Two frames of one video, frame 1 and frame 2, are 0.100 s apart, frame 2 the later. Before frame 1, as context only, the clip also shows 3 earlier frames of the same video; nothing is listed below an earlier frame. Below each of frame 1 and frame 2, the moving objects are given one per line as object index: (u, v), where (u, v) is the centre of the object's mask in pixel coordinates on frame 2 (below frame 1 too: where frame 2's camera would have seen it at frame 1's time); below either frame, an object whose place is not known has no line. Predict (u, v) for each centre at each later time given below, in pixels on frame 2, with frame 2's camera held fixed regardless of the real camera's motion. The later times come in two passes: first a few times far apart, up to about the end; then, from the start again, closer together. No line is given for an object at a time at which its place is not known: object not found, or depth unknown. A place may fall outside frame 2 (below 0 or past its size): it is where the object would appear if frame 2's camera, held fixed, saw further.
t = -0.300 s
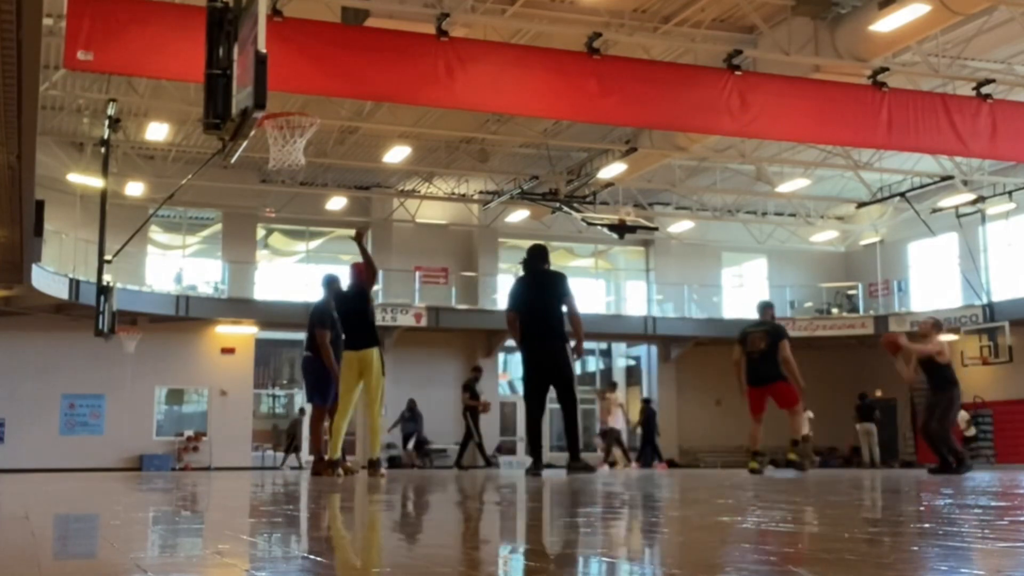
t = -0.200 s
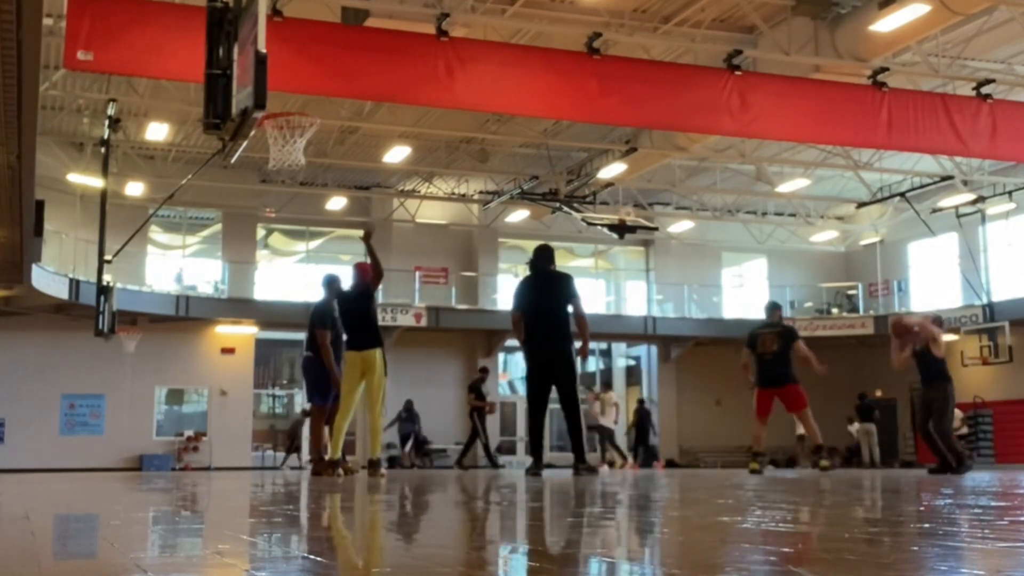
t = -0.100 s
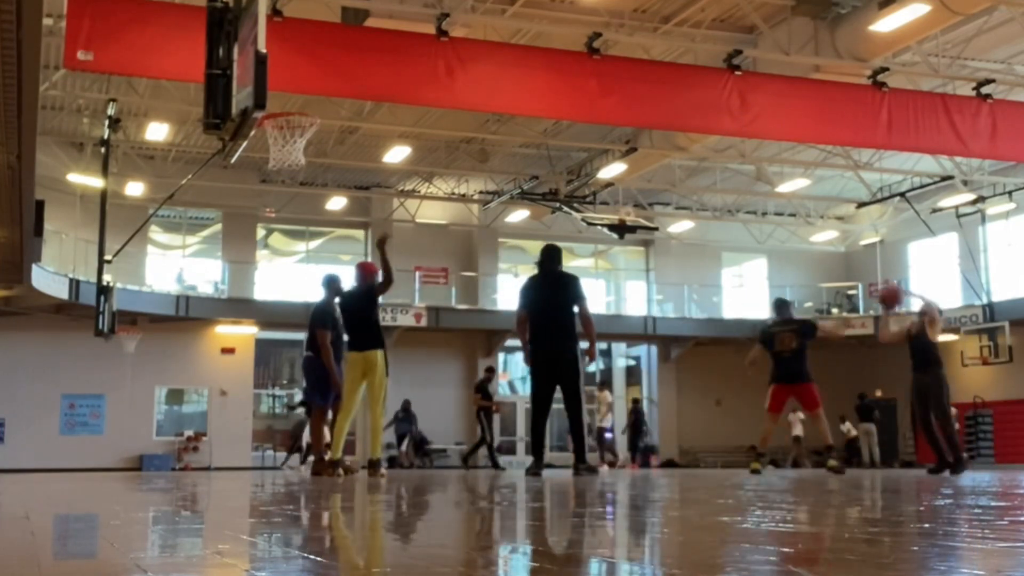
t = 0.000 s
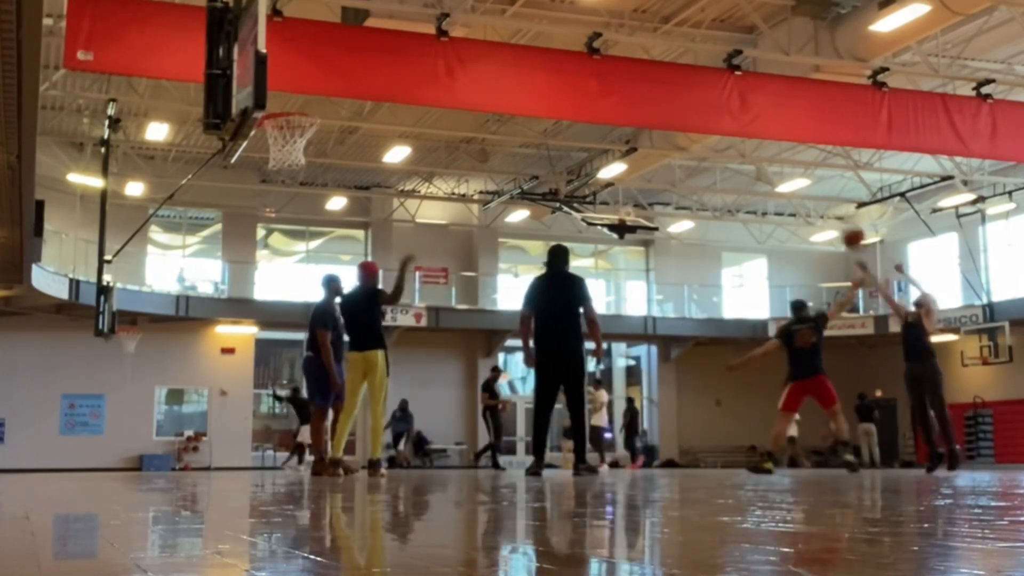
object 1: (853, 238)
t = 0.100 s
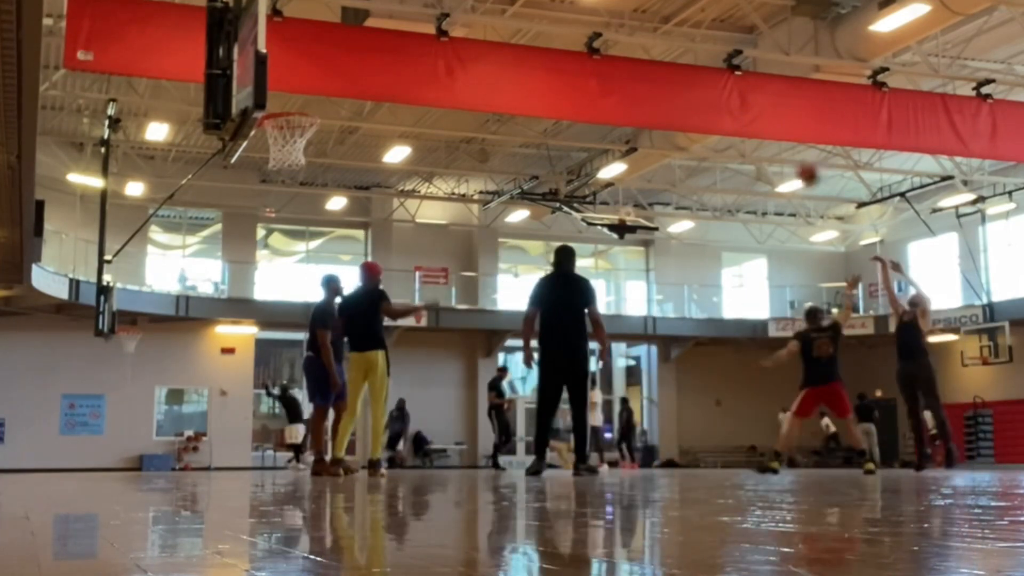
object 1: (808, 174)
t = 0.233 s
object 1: (746, 107)
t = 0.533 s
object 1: (608, 14)
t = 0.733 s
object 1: (514, 6)
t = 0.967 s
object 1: (401, 36)
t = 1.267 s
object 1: (264, 150)
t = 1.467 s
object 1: (251, 218)
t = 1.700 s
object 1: (233, 361)
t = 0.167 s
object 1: (776, 139)
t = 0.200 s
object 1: (762, 123)
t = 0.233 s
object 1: (746, 107)
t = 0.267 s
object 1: (732, 93)
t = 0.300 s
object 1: (716, 80)
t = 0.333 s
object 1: (699, 66)
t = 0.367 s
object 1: (685, 54)
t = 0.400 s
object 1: (668, 45)
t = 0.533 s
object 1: (608, 14)
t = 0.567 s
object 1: (590, 10)
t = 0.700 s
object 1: (528, 5)
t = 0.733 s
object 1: (514, 6)
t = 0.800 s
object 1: (481, 7)
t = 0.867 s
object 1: (449, 14)
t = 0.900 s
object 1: (432, 20)
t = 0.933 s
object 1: (416, 27)
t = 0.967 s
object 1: (401, 36)
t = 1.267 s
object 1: (264, 150)
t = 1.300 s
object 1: (264, 158)
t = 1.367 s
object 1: (258, 179)
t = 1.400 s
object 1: (256, 191)
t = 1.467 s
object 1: (251, 218)
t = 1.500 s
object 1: (249, 235)
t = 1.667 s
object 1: (236, 335)
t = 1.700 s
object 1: (233, 361)
